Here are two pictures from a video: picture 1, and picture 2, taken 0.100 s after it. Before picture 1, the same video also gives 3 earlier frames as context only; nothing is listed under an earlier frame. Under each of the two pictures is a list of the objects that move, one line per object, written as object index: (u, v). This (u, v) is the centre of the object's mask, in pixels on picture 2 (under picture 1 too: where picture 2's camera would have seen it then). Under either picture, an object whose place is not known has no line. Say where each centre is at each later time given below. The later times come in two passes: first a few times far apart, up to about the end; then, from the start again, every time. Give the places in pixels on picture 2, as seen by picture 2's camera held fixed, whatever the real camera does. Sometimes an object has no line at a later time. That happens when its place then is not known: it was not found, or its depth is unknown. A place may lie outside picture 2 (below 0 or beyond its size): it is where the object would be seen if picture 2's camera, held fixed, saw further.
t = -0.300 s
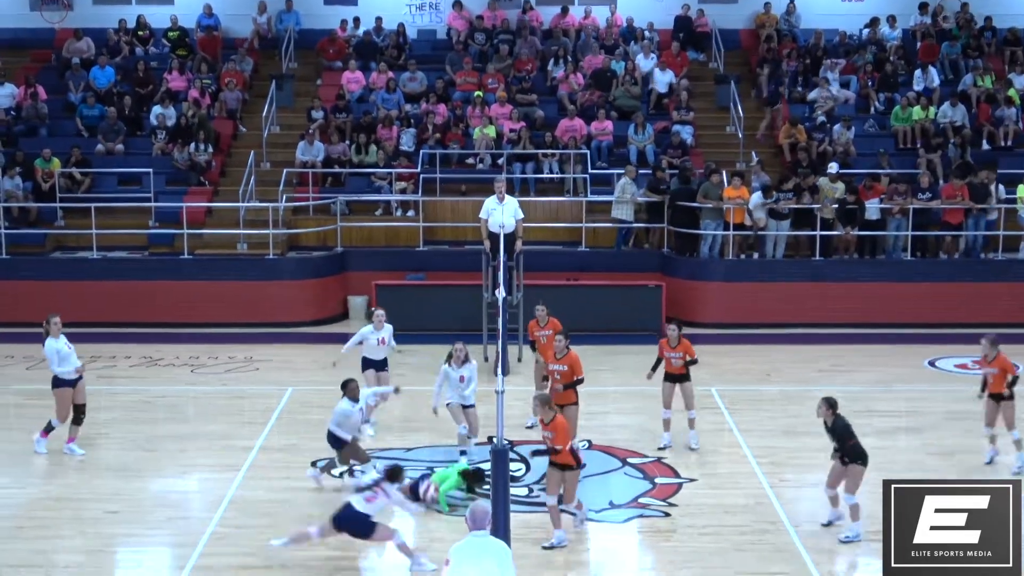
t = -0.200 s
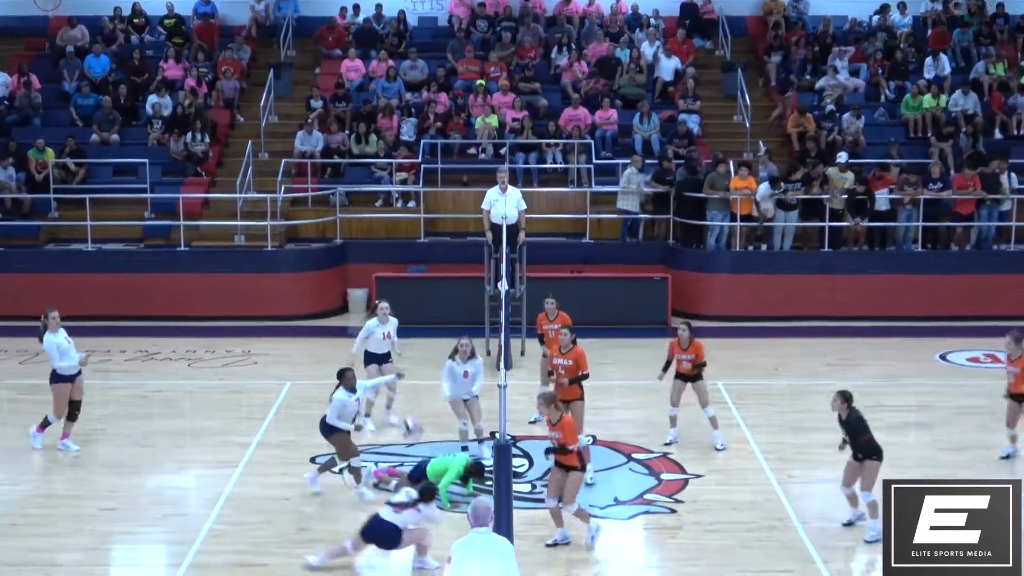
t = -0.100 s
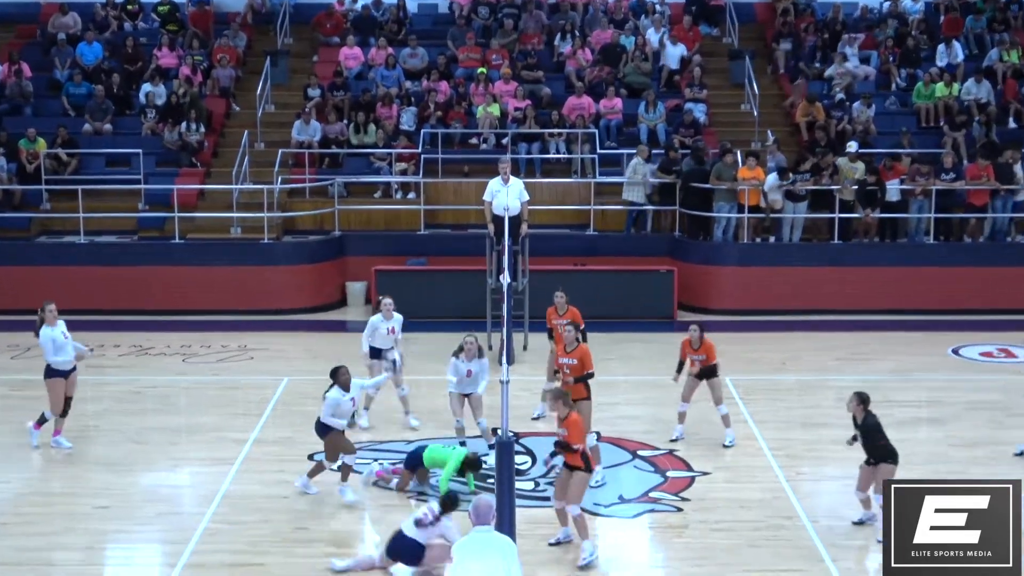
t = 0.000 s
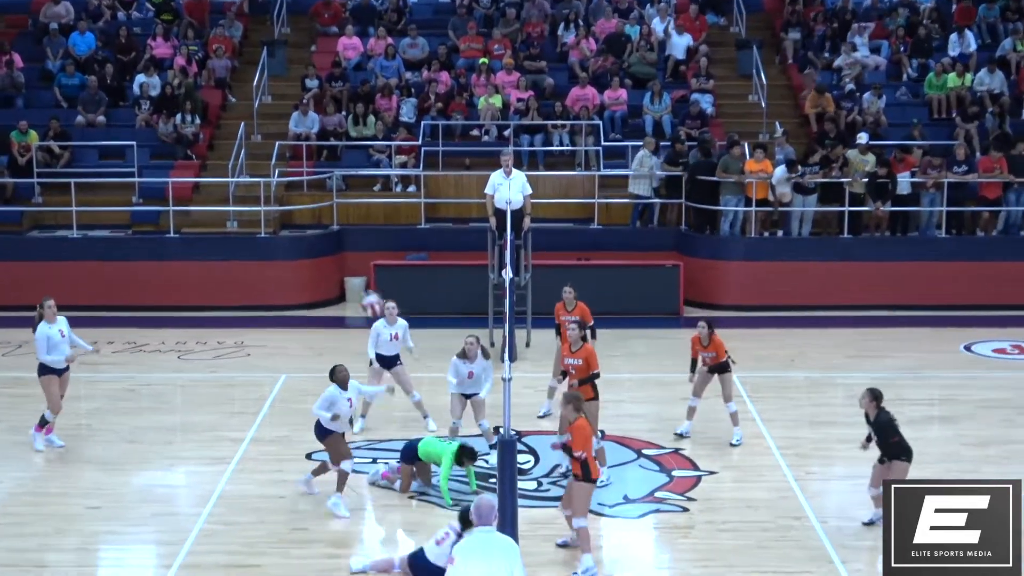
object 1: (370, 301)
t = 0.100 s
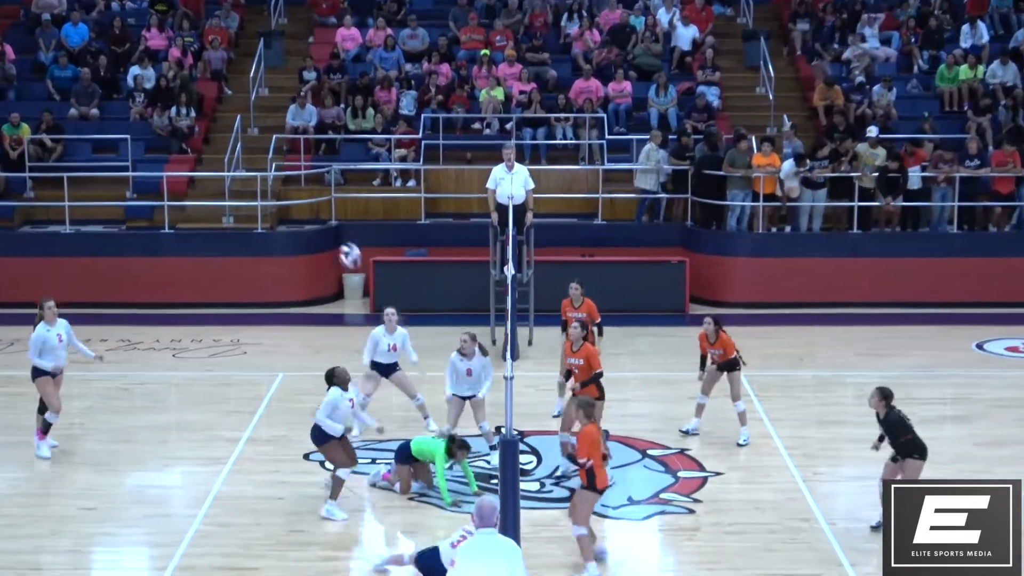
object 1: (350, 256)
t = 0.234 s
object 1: (324, 215)
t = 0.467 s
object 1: (280, 186)
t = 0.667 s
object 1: (245, 205)
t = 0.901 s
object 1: (208, 273)
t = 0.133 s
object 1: (343, 244)
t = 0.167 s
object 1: (337, 233)
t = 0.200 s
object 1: (330, 222)
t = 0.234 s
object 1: (324, 215)
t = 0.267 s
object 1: (318, 207)
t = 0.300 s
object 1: (311, 200)
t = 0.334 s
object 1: (305, 194)
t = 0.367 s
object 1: (298, 190)
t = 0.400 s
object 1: (292, 187)
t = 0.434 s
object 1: (286, 186)
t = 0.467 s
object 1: (280, 186)
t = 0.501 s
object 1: (274, 187)
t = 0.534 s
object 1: (268, 188)
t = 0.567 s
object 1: (263, 190)
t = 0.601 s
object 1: (256, 193)
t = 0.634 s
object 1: (250, 198)
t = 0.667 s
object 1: (245, 205)
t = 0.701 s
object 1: (240, 212)
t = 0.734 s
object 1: (234, 219)
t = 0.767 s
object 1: (228, 228)
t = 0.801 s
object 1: (223, 237)
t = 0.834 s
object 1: (217, 248)
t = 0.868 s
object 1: (211, 260)
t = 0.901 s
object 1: (208, 273)
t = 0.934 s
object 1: (204, 286)
